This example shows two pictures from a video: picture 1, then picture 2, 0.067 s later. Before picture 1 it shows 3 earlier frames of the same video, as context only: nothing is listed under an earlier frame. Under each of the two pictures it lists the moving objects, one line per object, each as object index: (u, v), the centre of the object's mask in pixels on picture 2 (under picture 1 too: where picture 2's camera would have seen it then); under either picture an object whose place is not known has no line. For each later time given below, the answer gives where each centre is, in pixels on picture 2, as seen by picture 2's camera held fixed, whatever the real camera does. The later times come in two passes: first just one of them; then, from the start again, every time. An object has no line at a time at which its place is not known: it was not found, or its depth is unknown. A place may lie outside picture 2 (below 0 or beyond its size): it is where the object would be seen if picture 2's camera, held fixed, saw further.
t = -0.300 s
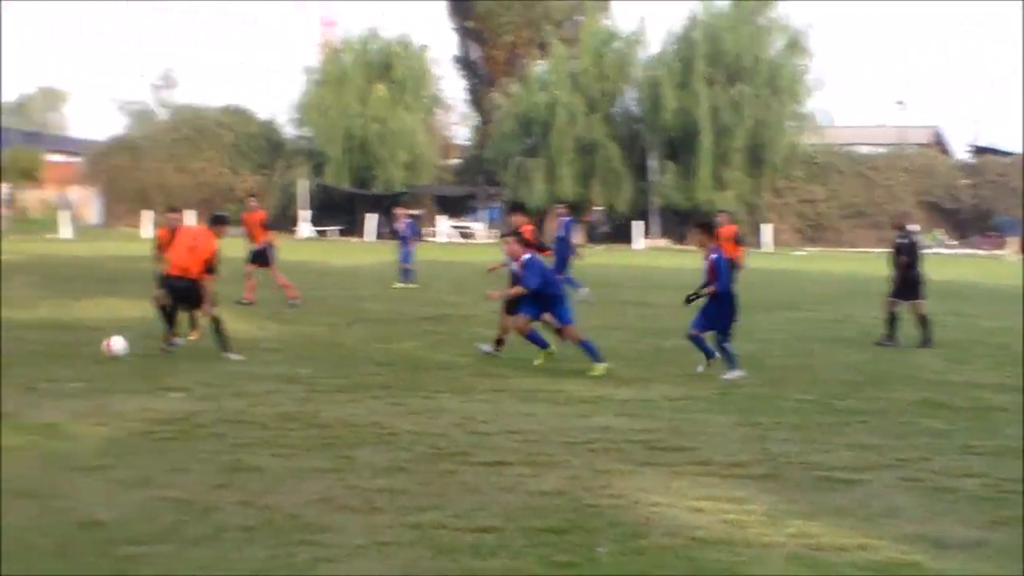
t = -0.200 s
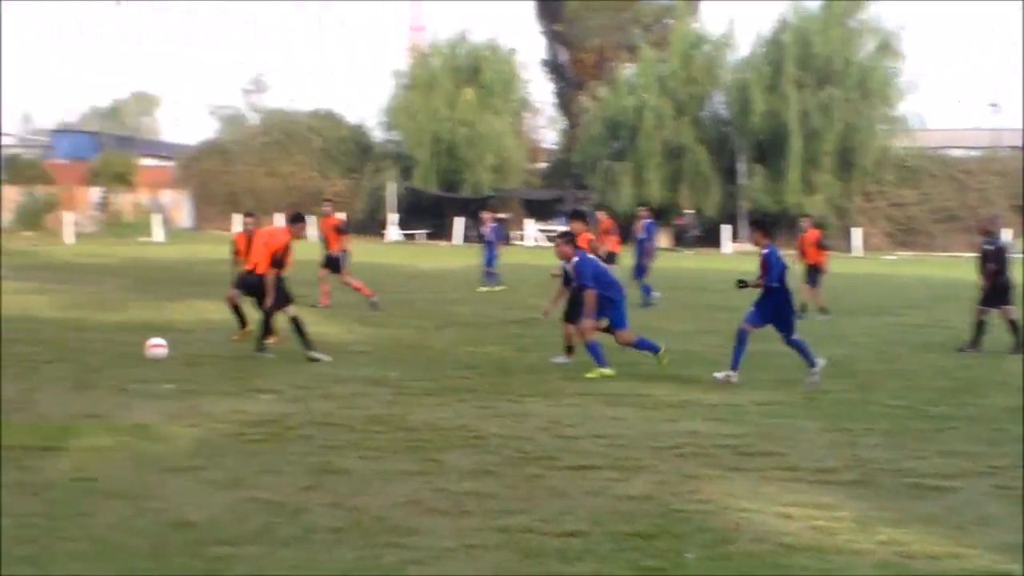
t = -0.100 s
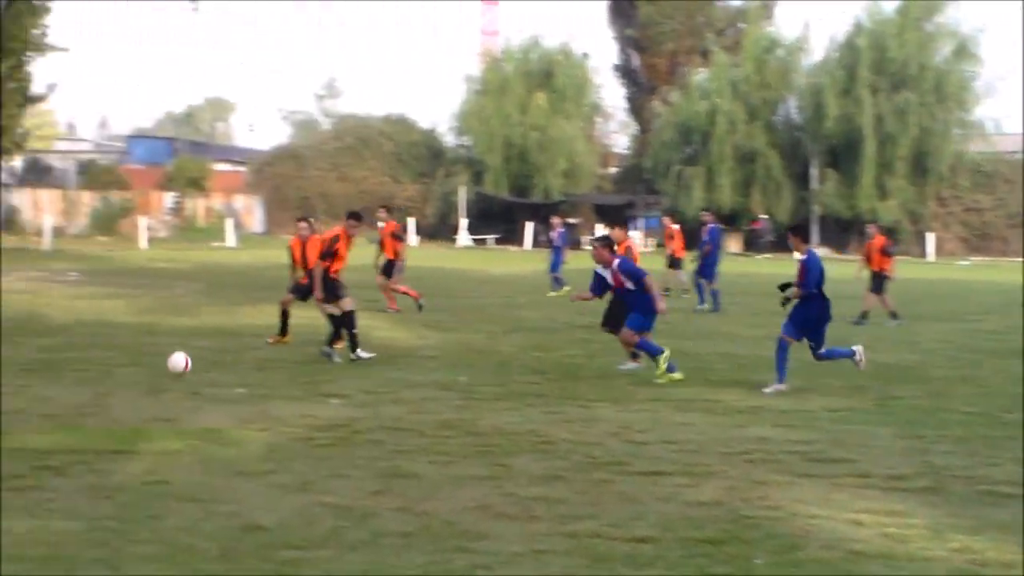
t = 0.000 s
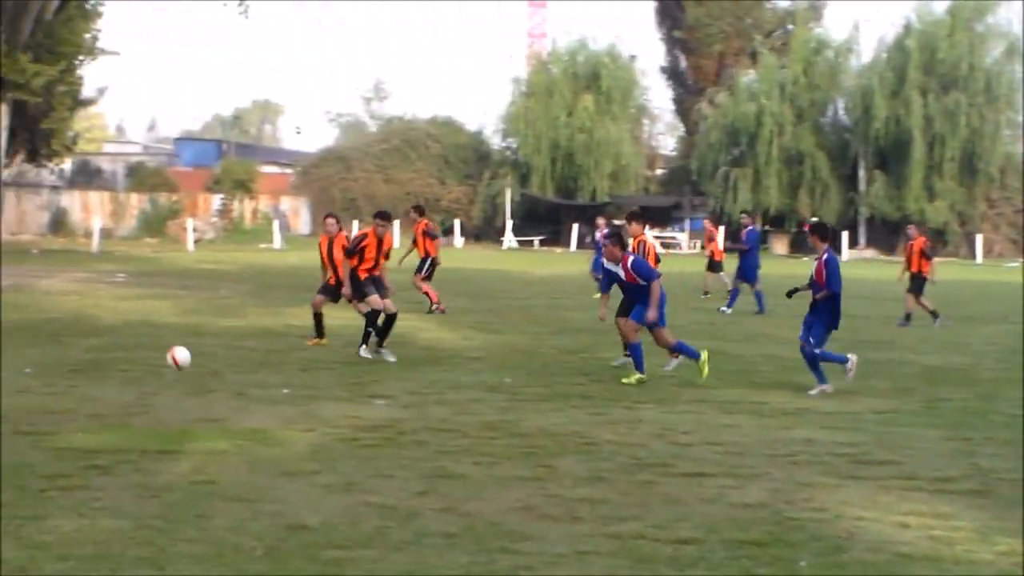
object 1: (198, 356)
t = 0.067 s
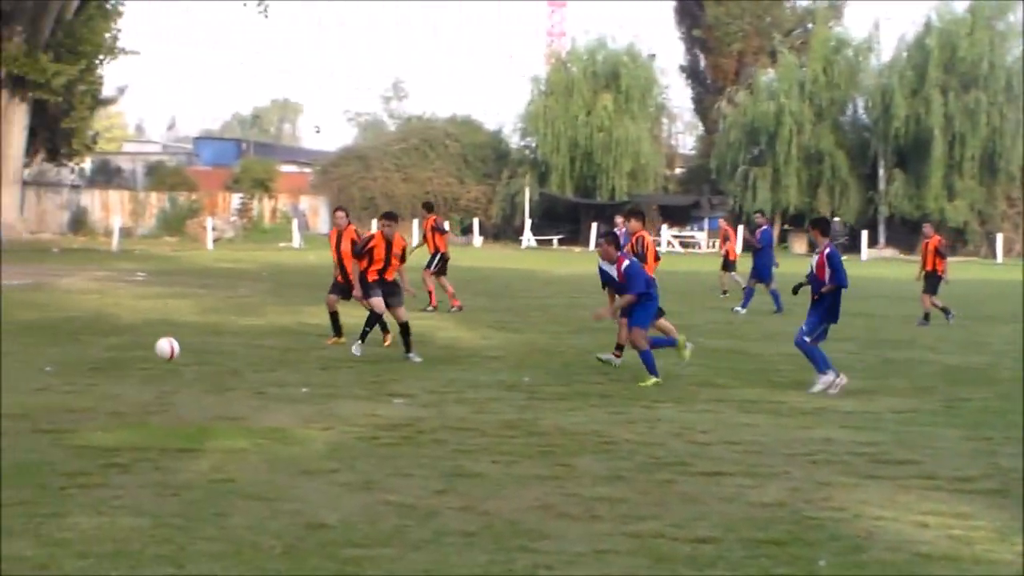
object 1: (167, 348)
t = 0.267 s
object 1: (71, 355)
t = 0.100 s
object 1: (151, 346)
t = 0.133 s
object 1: (136, 346)
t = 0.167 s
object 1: (120, 346)
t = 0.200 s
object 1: (103, 348)
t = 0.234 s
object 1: (87, 351)
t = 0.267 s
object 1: (71, 355)
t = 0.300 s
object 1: (55, 361)
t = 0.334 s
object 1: (38, 367)
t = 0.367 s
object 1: (24, 365)
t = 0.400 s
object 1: (8, 362)
